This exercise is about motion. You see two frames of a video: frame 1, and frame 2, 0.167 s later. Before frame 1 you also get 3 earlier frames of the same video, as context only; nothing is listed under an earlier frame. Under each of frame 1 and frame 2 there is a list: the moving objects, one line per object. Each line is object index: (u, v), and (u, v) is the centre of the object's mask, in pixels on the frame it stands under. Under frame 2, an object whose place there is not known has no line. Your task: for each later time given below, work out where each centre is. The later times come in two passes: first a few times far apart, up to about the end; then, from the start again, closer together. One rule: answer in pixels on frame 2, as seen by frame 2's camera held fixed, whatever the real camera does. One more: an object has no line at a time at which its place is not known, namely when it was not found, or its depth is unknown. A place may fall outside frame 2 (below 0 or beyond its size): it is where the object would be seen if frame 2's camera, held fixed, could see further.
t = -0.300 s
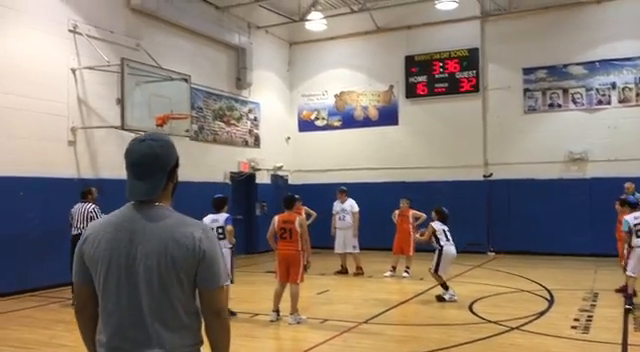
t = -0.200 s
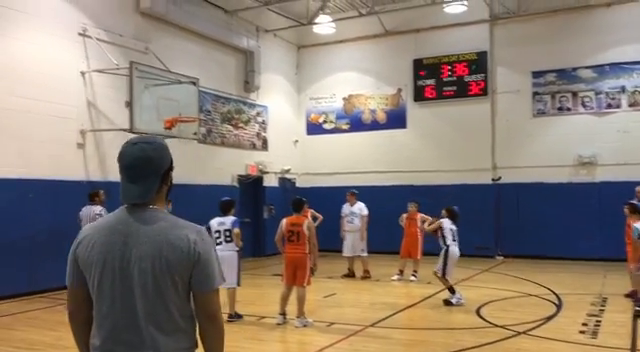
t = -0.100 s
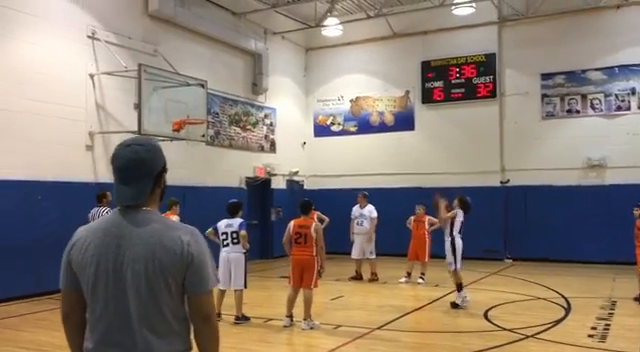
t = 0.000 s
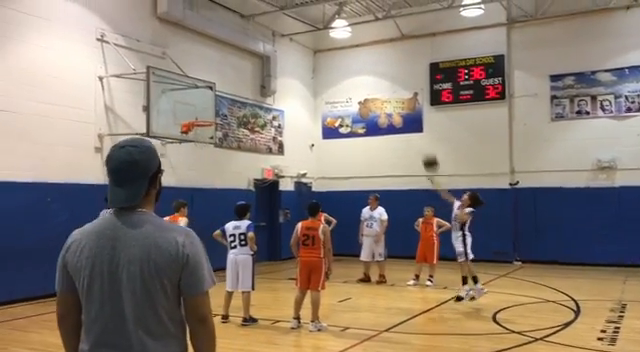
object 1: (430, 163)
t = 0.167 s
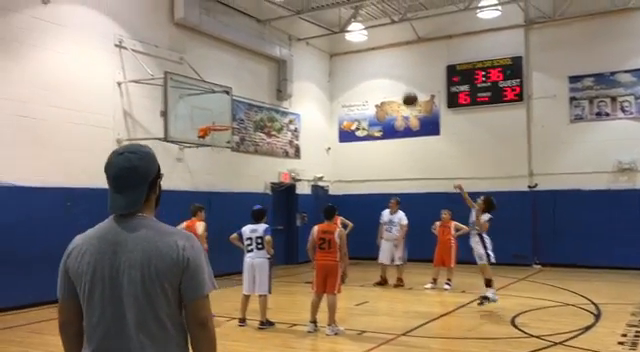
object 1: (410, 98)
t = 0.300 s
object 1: (381, 62)
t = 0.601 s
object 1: (323, 20)
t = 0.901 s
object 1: (271, 29)
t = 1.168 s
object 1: (229, 77)
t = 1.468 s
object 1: (206, 97)
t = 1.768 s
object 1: (215, 83)
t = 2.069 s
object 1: (223, 117)
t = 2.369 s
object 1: (210, 118)
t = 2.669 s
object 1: (211, 118)
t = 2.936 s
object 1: (219, 119)
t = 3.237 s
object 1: (224, 145)
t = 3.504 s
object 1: (221, 186)
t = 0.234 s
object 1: (395, 79)
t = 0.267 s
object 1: (388, 70)
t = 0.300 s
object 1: (381, 62)
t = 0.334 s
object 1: (374, 54)
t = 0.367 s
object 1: (368, 47)
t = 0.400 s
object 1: (361, 43)
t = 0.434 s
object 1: (354, 37)
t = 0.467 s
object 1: (347, 31)
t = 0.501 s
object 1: (342, 27)
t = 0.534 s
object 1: (336, 25)
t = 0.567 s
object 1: (329, 22)
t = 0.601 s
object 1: (323, 20)
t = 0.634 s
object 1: (317, 19)
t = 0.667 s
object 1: (311, 17)
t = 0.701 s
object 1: (306, 17)
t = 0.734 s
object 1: (300, 18)
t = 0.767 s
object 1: (294, 19)
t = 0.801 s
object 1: (288, 21)
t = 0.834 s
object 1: (282, 23)
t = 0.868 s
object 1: (277, 26)
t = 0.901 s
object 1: (271, 29)
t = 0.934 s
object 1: (266, 33)
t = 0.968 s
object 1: (261, 38)
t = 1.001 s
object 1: (255, 43)
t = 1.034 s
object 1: (250, 48)
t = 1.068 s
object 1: (244, 55)
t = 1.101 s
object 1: (239, 62)
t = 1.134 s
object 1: (234, 69)
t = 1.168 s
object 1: (229, 77)
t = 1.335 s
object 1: (205, 120)
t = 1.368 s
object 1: (203, 112)
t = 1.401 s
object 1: (203, 106)
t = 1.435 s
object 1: (205, 101)
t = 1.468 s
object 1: (206, 97)
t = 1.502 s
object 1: (207, 93)
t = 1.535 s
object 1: (208, 89)
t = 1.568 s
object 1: (208, 87)
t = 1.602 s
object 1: (209, 85)
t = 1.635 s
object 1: (210, 83)
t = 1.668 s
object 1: (211, 83)
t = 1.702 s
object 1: (212, 83)
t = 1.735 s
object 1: (214, 83)
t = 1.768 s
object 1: (215, 83)
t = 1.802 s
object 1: (216, 85)
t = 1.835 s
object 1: (216, 86)
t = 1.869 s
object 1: (217, 89)
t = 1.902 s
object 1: (218, 91)
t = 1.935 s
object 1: (219, 96)
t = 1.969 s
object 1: (220, 101)
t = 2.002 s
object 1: (221, 106)
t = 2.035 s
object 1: (222, 111)
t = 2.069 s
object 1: (223, 117)
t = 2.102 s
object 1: (222, 119)
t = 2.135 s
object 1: (220, 118)
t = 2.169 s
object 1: (218, 117)
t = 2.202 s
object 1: (217, 117)
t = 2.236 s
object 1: (215, 118)
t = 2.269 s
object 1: (213, 119)
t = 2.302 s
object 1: (211, 120)
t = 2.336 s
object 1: (210, 120)
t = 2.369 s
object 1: (210, 118)
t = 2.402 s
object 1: (209, 116)
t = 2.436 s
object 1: (208, 115)
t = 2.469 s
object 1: (208, 114)
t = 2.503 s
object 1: (208, 114)
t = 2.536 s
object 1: (208, 114)
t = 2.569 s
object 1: (209, 114)
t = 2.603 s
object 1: (210, 115)
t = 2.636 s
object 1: (211, 116)
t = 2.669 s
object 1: (211, 118)
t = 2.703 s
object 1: (212, 120)
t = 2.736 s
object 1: (213, 120)
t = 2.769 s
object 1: (214, 119)
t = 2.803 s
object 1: (215, 118)
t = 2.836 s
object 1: (216, 118)
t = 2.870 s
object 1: (217, 118)
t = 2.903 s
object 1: (218, 118)
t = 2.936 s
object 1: (219, 119)
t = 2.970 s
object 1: (220, 121)
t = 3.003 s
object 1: (221, 123)
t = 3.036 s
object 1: (222, 128)
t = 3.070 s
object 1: (223, 132)
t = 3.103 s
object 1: (224, 136)
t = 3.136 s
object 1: (225, 138)
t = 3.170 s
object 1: (225, 140)
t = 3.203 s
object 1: (224, 143)
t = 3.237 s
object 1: (224, 145)
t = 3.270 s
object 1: (223, 148)
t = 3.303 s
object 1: (223, 152)
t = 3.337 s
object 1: (222, 156)
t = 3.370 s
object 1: (222, 160)
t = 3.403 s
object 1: (222, 166)
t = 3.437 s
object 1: (221, 172)
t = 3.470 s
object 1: (221, 178)
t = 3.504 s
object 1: (221, 186)
